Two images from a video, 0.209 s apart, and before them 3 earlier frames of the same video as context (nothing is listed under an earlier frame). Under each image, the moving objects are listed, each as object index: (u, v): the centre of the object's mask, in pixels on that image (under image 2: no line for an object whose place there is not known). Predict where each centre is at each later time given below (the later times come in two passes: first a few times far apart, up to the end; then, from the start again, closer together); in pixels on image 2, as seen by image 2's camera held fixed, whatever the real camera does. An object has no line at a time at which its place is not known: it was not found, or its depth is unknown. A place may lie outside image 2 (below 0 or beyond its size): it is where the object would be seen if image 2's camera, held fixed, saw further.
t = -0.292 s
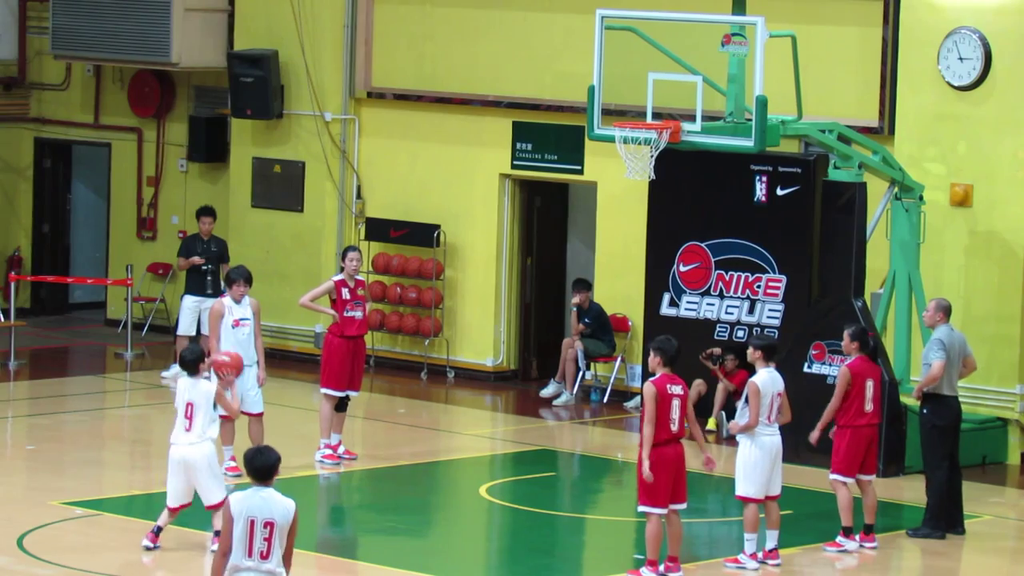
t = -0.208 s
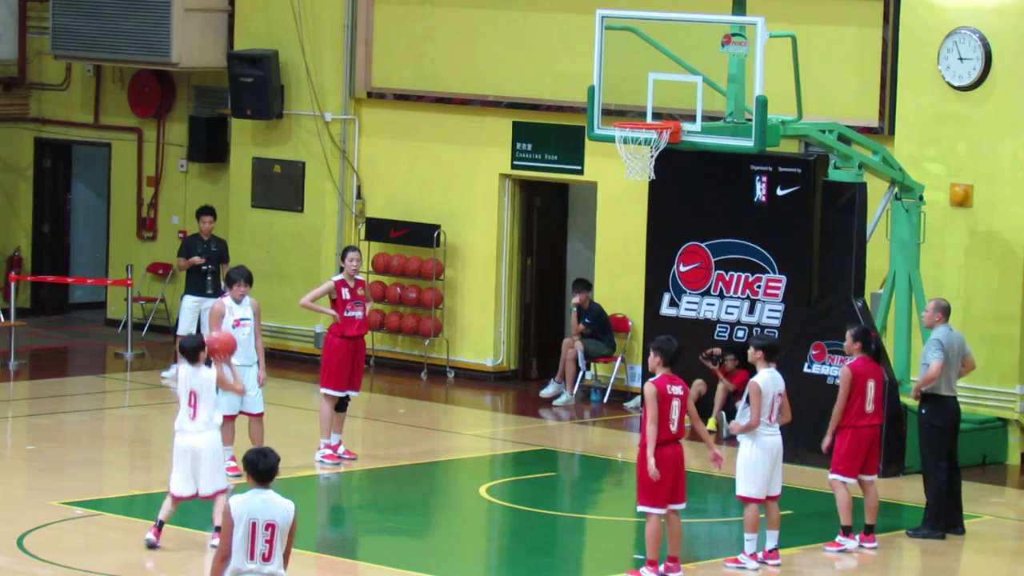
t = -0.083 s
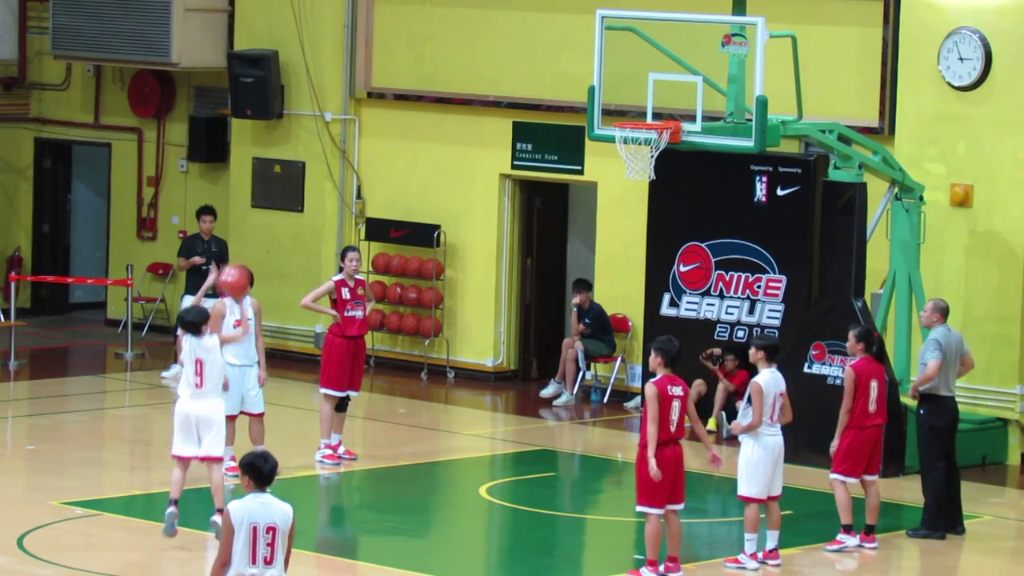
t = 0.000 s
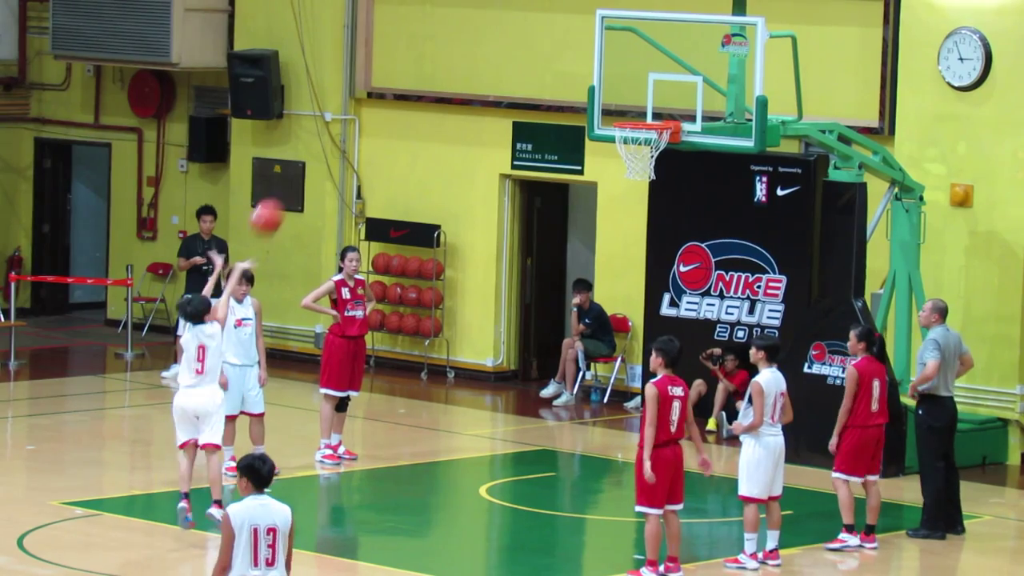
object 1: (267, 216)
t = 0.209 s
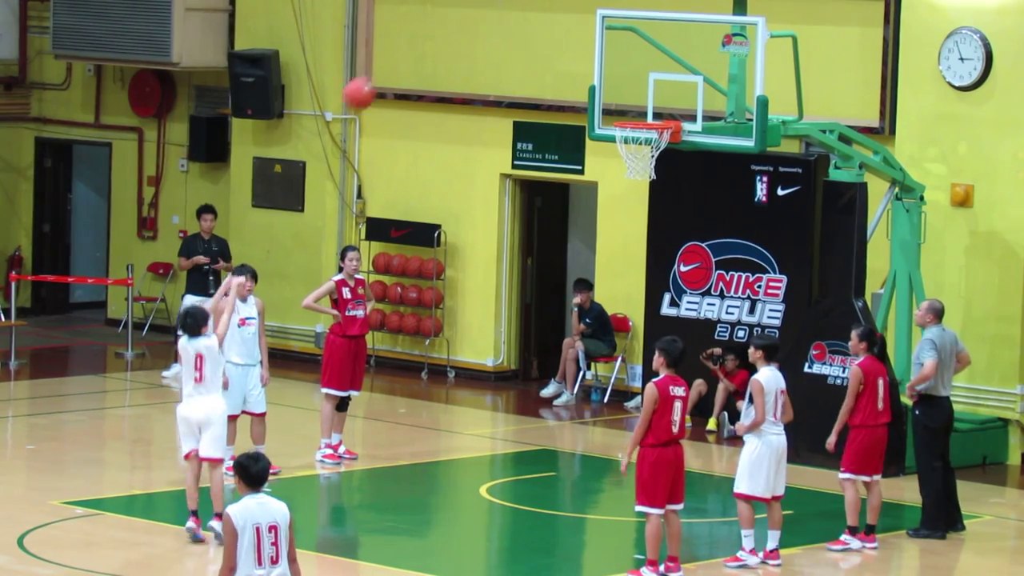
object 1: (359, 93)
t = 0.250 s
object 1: (376, 76)
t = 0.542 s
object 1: (492, 14)
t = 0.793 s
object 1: (581, 46)
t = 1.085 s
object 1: (647, 165)
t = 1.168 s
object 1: (640, 205)
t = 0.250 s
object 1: (376, 76)
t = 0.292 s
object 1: (394, 60)
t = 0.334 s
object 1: (410, 47)
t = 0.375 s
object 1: (427, 36)
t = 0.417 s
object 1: (444, 27)
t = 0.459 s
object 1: (460, 20)
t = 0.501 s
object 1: (476, 16)
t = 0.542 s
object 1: (492, 14)
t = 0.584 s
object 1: (507, 14)
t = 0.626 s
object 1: (523, 16)
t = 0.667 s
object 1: (538, 20)
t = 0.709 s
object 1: (552, 27)
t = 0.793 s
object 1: (581, 46)
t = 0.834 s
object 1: (596, 58)
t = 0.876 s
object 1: (611, 72)
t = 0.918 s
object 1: (624, 88)
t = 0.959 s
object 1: (637, 107)
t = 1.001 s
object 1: (650, 126)
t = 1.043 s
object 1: (651, 147)
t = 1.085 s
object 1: (647, 165)
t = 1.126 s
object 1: (642, 185)
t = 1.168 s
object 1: (640, 205)
